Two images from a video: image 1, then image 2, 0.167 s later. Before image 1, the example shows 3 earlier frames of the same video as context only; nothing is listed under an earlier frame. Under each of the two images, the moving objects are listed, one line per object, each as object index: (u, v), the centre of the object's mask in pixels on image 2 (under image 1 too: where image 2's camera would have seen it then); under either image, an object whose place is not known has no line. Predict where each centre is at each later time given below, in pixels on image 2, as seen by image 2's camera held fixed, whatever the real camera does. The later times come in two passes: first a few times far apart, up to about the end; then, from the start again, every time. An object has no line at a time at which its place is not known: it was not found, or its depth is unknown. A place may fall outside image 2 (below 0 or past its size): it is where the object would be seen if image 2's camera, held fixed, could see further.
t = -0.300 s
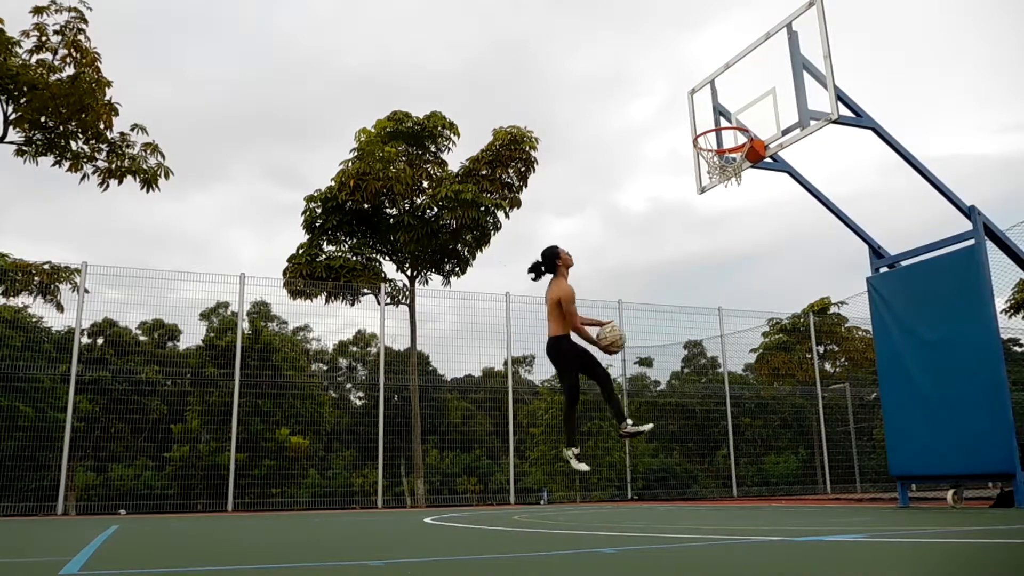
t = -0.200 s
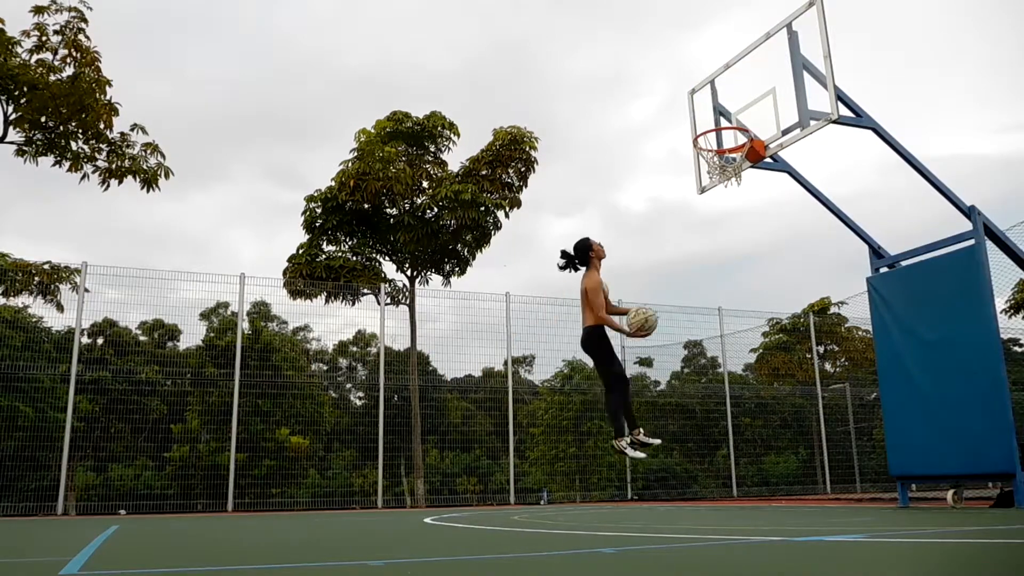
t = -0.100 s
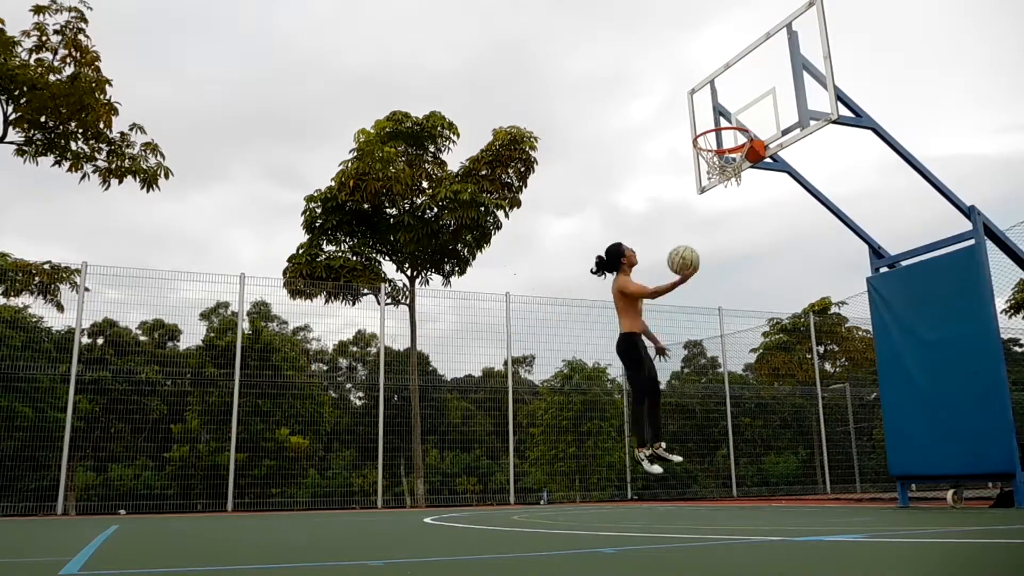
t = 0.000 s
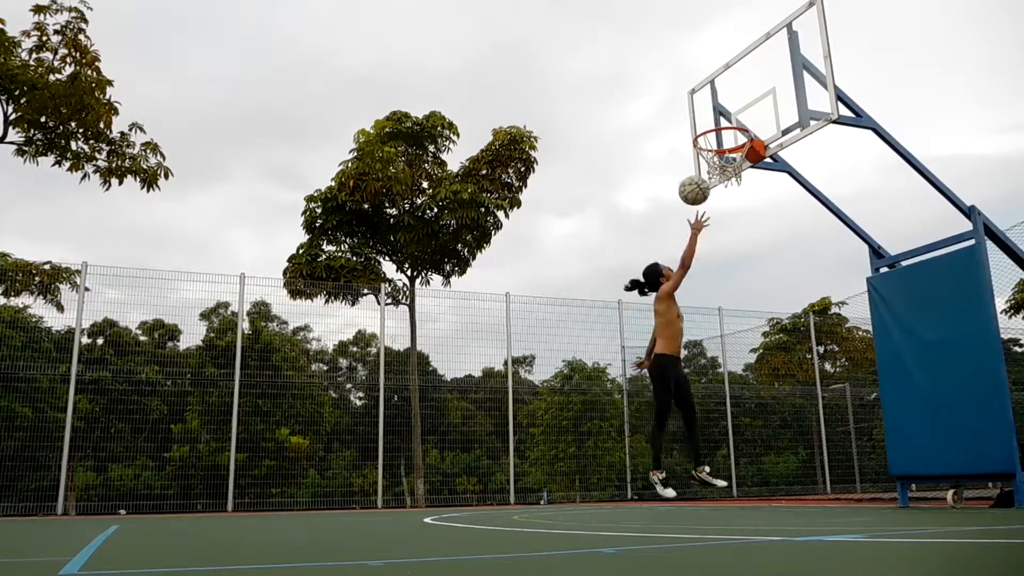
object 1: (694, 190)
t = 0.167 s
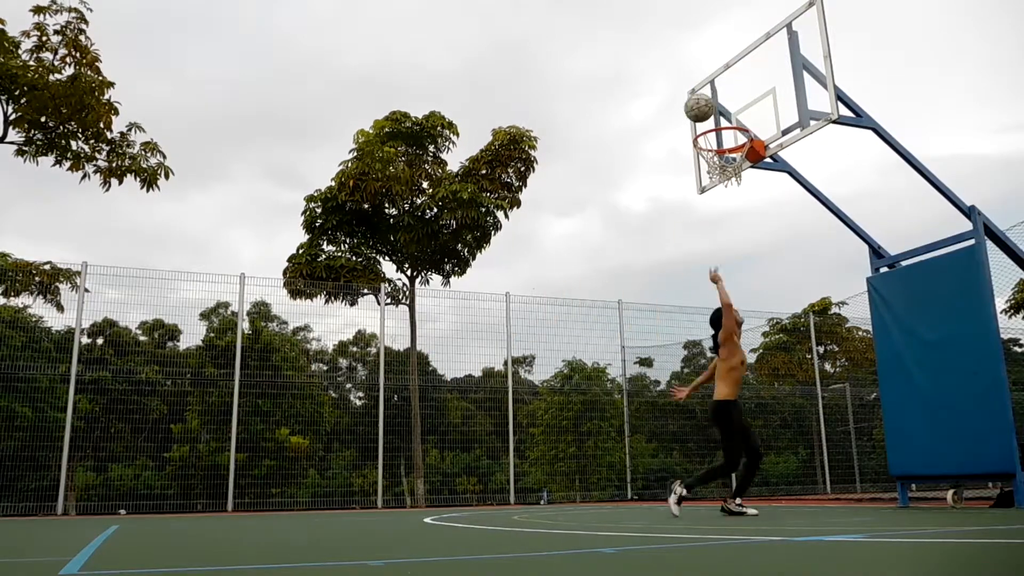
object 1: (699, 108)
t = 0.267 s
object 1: (703, 76)
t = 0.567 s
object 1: (722, 47)
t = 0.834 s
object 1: (730, 90)
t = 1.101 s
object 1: (722, 137)
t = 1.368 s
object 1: (716, 175)
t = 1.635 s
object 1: (719, 203)
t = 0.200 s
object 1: (700, 96)
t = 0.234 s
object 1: (702, 85)
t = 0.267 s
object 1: (703, 76)
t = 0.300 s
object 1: (705, 68)
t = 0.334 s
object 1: (707, 61)
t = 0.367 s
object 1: (709, 56)
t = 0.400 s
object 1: (711, 52)
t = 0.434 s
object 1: (712, 48)
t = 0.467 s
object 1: (715, 46)
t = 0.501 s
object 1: (717, 45)
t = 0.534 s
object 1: (719, 46)
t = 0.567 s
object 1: (722, 47)
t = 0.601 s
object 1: (724, 50)
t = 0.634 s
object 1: (727, 54)
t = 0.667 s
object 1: (729, 59)
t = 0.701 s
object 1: (732, 65)
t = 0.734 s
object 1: (735, 72)
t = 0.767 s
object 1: (734, 78)
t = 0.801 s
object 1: (732, 83)
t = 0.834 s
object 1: (730, 90)
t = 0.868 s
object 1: (728, 98)
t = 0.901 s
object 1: (725, 107)
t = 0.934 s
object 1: (723, 116)
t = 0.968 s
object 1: (720, 129)
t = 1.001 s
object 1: (720, 139)
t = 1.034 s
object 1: (719, 137)
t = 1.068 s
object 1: (718, 136)
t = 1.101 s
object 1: (722, 137)
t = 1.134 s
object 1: (726, 142)
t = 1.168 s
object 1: (732, 145)
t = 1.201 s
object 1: (729, 149)
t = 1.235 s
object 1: (727, 152)
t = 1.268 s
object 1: (722, 159)
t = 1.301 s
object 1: (719, 167)
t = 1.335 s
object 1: (717, 170)
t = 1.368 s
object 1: (716, 175)
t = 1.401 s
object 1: (715, 173)
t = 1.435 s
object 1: (714, 173)
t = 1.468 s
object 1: (715, 175)
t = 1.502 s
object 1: (715, 178)
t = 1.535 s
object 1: (716, 182)
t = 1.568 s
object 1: (717, 188)
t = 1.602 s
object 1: (718, 194)
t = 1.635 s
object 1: (719, 203)
